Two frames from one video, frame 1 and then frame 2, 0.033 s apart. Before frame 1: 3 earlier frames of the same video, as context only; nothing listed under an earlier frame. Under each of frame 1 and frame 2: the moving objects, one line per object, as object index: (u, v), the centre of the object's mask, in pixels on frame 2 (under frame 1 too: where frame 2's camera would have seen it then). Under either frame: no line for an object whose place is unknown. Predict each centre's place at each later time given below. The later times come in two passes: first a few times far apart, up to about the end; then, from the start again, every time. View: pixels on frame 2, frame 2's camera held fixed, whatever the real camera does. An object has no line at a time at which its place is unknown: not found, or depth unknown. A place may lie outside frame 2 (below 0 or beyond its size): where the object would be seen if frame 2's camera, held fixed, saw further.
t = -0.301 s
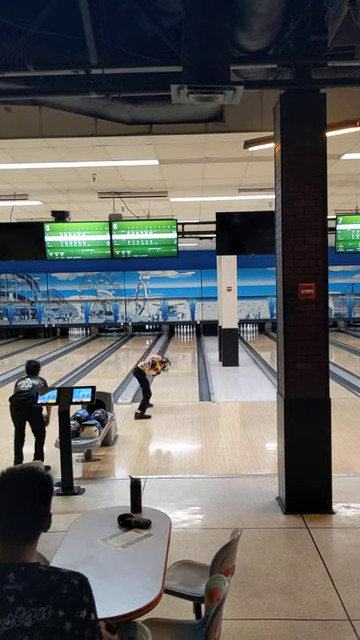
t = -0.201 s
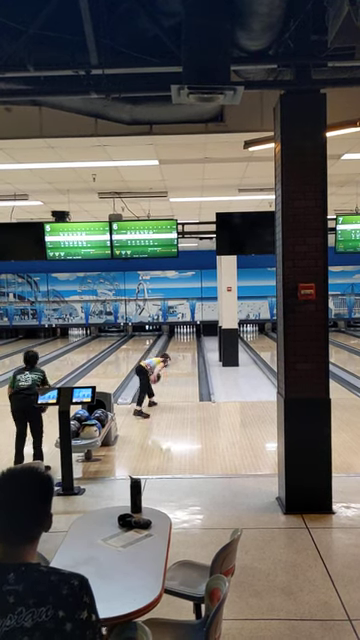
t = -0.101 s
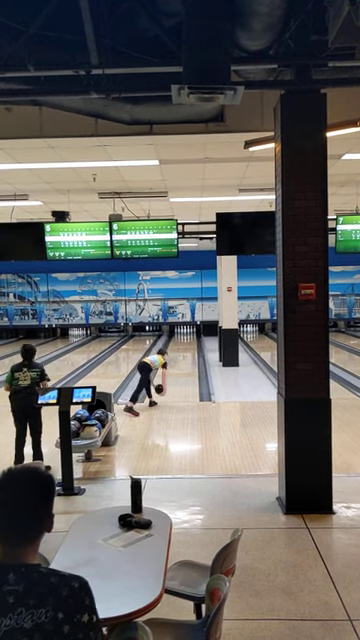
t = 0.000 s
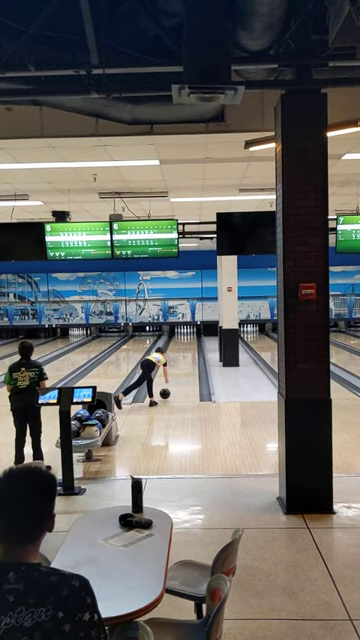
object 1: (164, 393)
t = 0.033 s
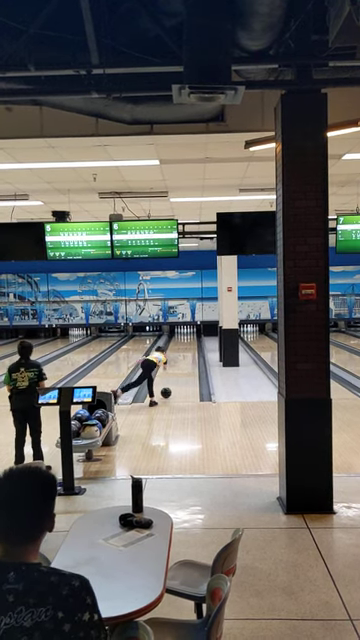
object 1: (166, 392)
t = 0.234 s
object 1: (171, 383)
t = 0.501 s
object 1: (177, 372)
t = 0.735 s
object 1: (180, 365)
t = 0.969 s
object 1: (183, 358)
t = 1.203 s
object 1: (186, 353)
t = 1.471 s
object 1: (188, 348)
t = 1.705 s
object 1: (189, 344)
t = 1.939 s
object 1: (190, 341)
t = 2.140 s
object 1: (190, 338)
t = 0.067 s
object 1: (167, 390)
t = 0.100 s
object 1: (167, 388)
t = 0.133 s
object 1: (168, 387)
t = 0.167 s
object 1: (169, 386)
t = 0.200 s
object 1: (170, 384)
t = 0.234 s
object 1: (171, 383)
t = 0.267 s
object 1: (172, 381)
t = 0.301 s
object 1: (172, 380)
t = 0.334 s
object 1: (173, 378)
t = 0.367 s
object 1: (174, 377)
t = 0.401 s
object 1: (175, 376)
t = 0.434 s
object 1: (175, 374)
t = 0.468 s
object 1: (176, 373)
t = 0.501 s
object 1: (177, 372)
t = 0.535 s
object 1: (177, 371)
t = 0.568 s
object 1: (178, 370)
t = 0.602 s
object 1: (178, 368)
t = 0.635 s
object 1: (179, 367)
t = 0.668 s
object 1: (179, 367)
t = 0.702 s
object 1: (180, 365)
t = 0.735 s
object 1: (180, 365)
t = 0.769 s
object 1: (181, 363)
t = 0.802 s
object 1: (181, 362)
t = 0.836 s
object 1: (182, 362)
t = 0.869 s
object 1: (182, 361)
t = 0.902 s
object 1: (182, 360)
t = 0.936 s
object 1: (183, 359)
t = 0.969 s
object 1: (183, 358)
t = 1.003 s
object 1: (184, 357)
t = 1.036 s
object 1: (184, 357)
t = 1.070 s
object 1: (184, 356)
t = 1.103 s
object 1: (185, 355)
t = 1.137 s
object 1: (185, 354)
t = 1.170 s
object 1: (185, 354)
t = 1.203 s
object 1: (186, 353)
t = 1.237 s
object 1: (186, 352)
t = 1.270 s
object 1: (186, 352)
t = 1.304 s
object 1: (187, 351)
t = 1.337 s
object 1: (187, 350)
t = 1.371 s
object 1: (187, 349)
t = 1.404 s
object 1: (187, 349)
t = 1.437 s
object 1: (188, 348)
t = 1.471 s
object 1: (188, 348)
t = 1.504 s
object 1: (188, 347)
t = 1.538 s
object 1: (188, 347)
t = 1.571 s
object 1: (188, 346)
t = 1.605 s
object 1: (189, 345)
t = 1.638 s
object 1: (189, 345)
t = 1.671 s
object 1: (189, 344)
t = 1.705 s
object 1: (189, 344)
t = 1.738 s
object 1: (189, 343)
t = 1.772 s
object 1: (189, 343)
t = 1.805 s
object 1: (190, 342)
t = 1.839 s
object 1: (190, 342)
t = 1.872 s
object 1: (190, 342)
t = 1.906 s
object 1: (190, 341)
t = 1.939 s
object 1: (190, 341)
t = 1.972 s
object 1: (190, 340)
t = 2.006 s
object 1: (190, 340)
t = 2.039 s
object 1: (190, 340)
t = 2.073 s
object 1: (190, 339)
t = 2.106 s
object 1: (190, 339)
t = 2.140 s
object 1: (190, 338)
